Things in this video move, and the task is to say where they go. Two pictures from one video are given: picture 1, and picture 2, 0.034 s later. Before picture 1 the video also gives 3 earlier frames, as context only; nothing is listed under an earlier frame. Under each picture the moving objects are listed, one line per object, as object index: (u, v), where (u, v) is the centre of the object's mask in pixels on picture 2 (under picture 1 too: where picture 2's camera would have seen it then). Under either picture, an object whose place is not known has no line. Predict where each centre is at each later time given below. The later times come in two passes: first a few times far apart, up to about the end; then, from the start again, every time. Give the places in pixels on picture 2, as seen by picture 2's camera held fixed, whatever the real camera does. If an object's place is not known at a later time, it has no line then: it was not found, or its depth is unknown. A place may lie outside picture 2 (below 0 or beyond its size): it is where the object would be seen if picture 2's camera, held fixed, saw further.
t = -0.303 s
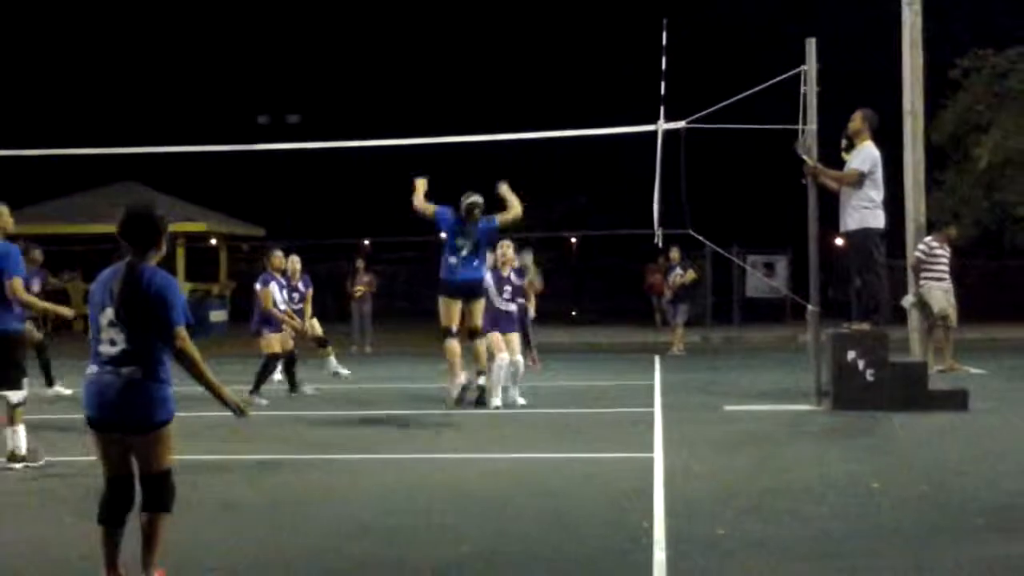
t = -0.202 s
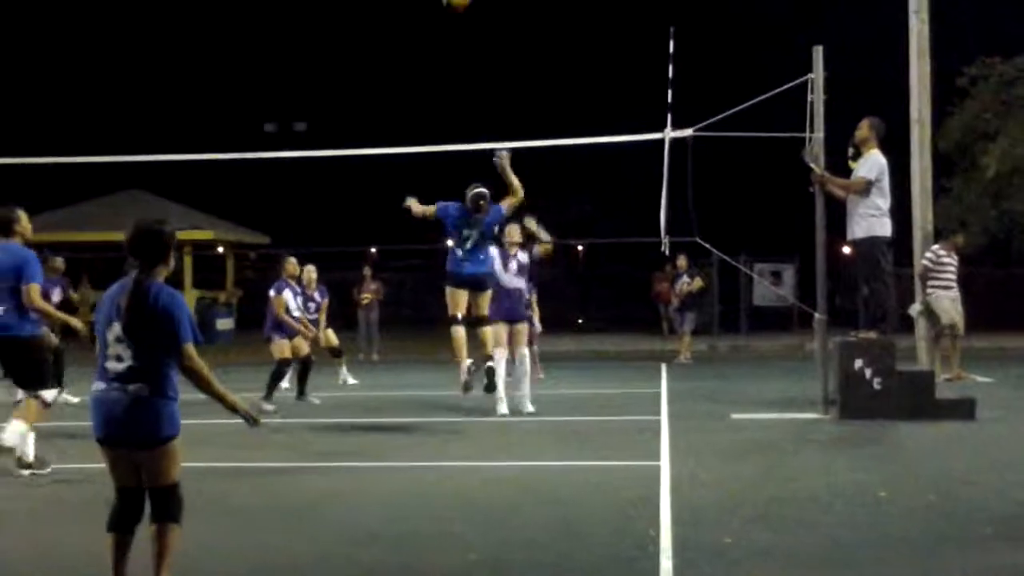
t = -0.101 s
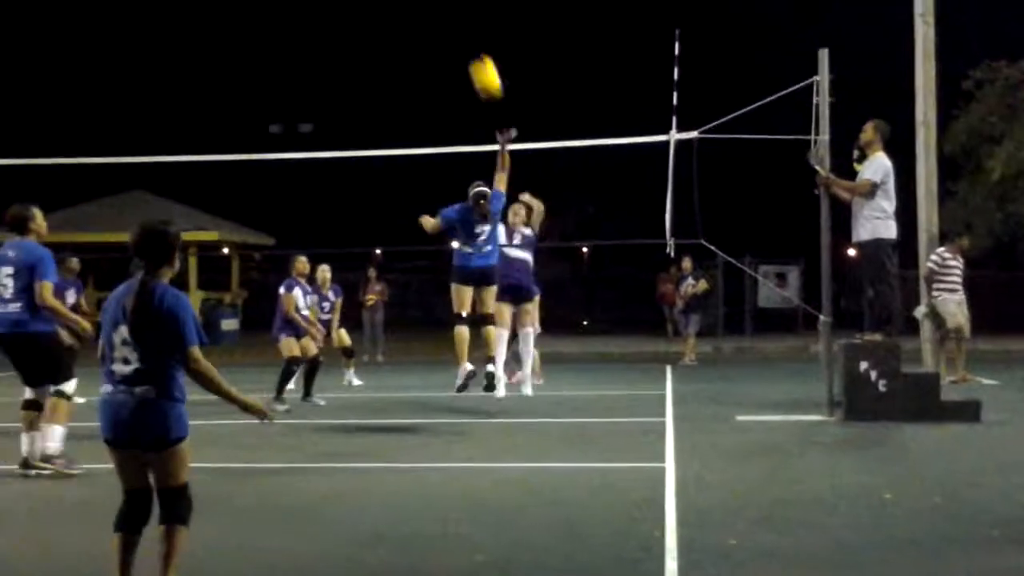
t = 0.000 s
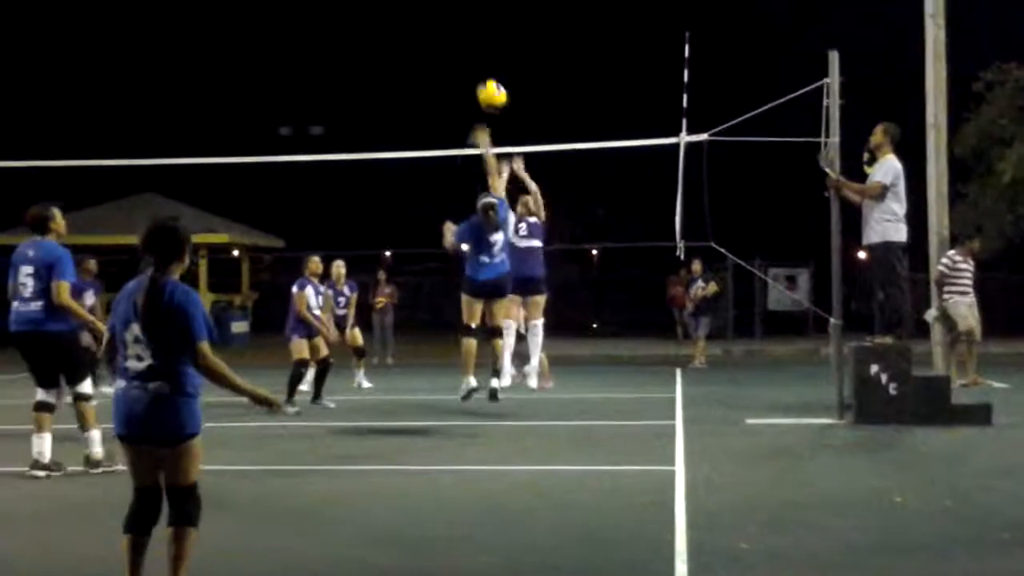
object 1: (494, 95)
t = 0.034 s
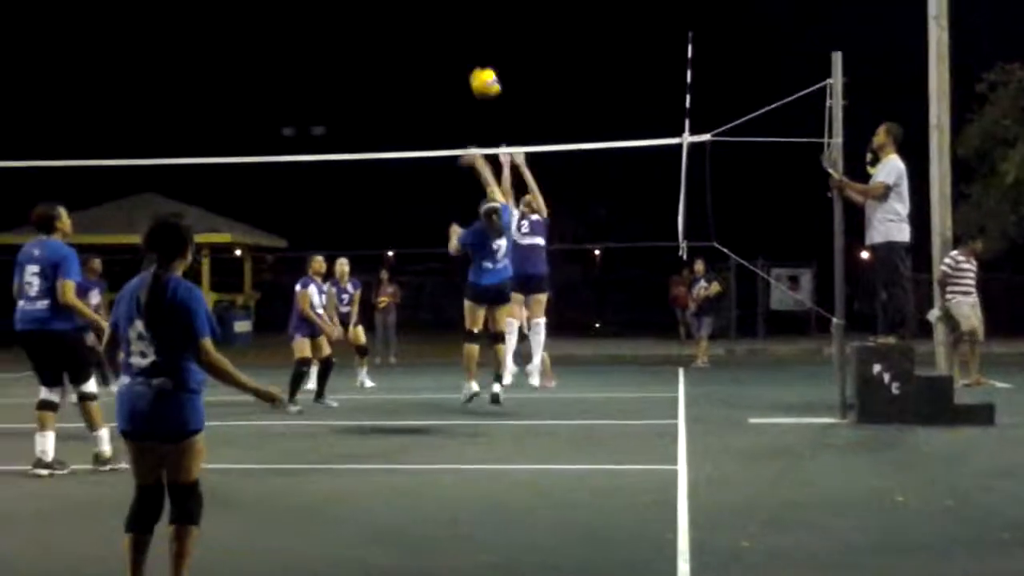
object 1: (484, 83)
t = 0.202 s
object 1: (439, 42)
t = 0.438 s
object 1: (386, 42)
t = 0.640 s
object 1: (345, 92)
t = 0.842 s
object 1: (312, 177)
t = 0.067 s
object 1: (475, 72)
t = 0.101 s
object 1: (465, 62)
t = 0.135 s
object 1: (457, 54)
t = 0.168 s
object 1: (448, 47)
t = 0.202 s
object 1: (439, 42)
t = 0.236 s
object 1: (431, 38)
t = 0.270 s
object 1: (423, 35)
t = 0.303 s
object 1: (415, 34)
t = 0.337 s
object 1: (408, 34)
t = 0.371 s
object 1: (400, 36)
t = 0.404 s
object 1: (393, 38)
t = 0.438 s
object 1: (386, 42)
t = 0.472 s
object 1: (379, 47)
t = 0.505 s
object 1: (372, 53)
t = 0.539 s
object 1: (365, 61)
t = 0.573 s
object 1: (359, 70)
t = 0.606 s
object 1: (352, 81)
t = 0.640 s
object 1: (345, 92)
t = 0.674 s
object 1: (340, 103)
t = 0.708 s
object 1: (334, 117)
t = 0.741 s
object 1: (328, 130)
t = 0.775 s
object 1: (322, 142)
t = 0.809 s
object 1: (317, 160)
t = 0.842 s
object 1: (312, 177)
